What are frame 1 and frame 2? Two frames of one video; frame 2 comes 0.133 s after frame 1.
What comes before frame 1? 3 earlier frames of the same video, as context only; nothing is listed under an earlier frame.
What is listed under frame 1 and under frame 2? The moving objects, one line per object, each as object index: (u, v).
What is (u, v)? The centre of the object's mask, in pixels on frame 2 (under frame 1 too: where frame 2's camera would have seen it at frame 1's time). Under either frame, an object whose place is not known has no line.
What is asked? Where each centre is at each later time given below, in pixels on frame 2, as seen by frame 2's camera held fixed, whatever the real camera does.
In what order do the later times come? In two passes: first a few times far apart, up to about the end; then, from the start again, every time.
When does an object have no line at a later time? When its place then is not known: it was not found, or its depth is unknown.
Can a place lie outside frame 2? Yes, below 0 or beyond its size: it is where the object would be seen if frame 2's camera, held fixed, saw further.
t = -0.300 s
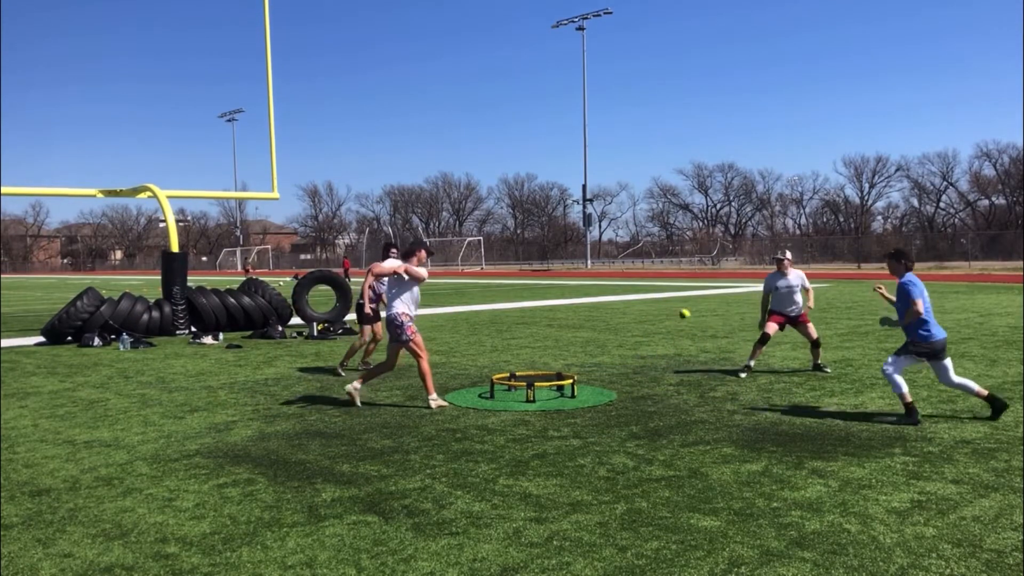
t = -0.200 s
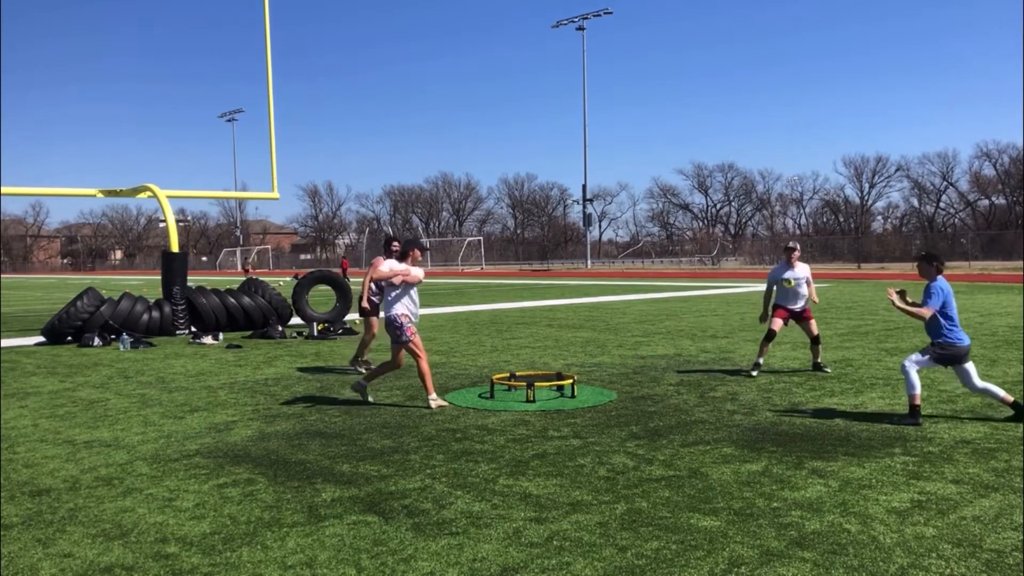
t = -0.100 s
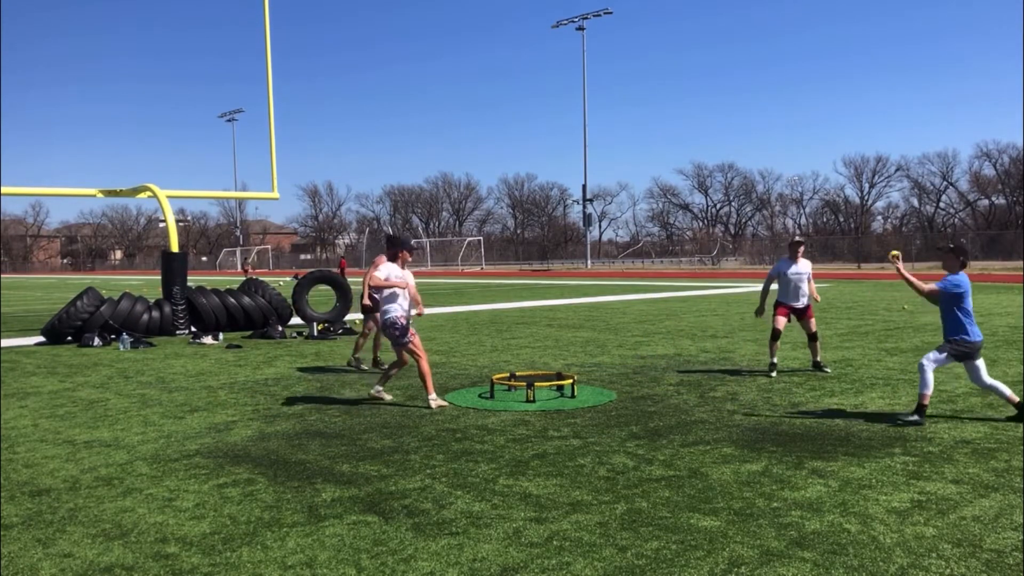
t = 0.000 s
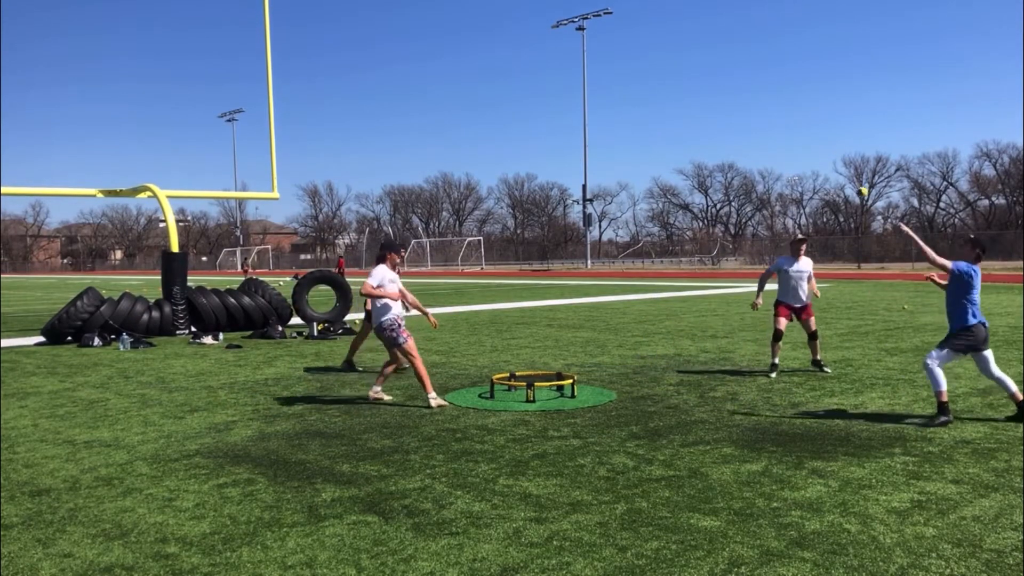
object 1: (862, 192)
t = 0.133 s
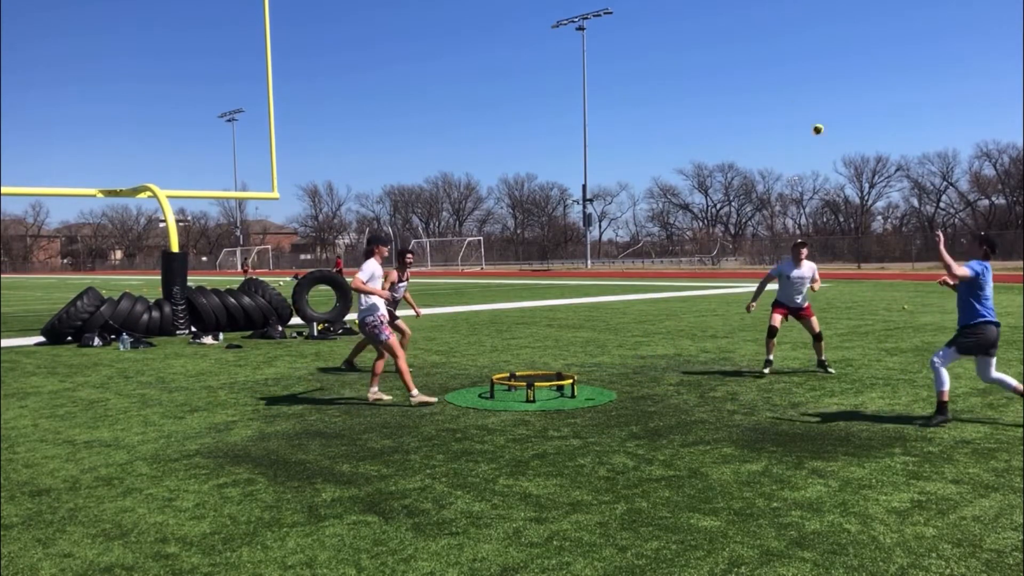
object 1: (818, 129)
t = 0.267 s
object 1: (778, 88)
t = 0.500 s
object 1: (716, 63)
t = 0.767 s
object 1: (656, 96)
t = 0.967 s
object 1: (615, 158)
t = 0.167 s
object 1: (807, 117)
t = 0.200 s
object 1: (797, 106)
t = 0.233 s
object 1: (787, 96)
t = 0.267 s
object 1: (778, 88)
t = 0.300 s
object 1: (768, 81)
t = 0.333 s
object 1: (759, 76)
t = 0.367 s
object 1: (750, 70)
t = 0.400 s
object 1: (742, 67)
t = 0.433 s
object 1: (733, 64)
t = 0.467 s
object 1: (724, 63)
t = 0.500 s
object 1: (716, 63)
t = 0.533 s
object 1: (708, 64)
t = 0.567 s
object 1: (700, 65)
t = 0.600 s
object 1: (692, 69)
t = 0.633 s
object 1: (685, 73)
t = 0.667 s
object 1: (678, 77)
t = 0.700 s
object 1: (670, 83)
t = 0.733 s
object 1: (663, 89)
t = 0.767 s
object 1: (656, 96)
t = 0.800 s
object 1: (649, 106)
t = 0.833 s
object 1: (642, 114)
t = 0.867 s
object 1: (635, 124)
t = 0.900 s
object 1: (628, 135)
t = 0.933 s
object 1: (622, 147)
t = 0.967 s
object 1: (615, 158)
